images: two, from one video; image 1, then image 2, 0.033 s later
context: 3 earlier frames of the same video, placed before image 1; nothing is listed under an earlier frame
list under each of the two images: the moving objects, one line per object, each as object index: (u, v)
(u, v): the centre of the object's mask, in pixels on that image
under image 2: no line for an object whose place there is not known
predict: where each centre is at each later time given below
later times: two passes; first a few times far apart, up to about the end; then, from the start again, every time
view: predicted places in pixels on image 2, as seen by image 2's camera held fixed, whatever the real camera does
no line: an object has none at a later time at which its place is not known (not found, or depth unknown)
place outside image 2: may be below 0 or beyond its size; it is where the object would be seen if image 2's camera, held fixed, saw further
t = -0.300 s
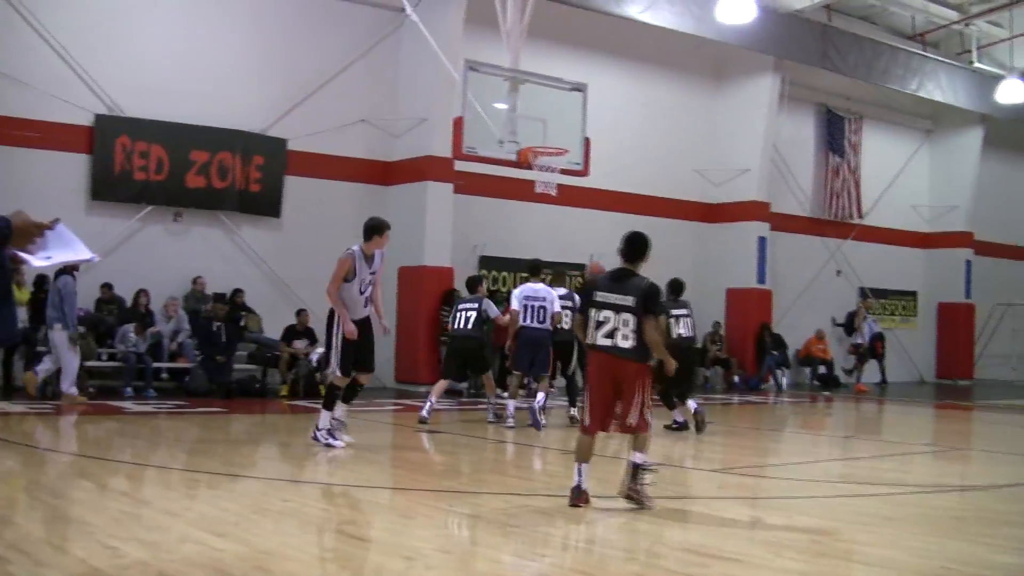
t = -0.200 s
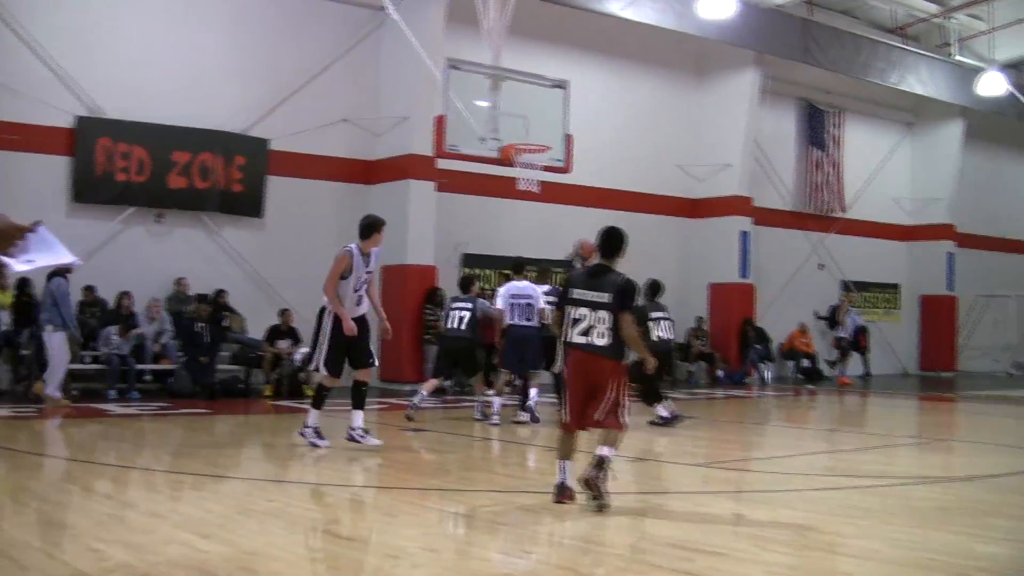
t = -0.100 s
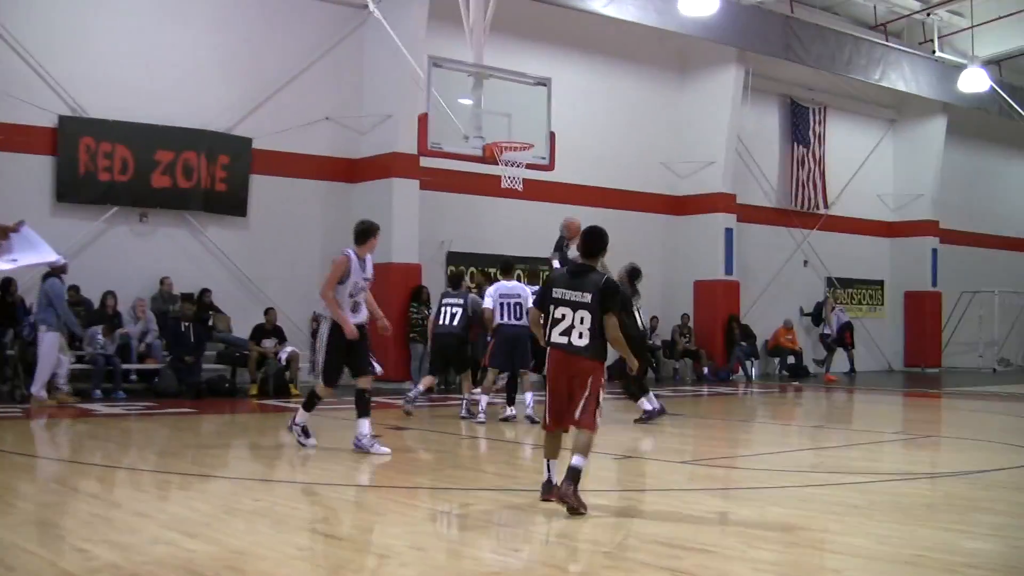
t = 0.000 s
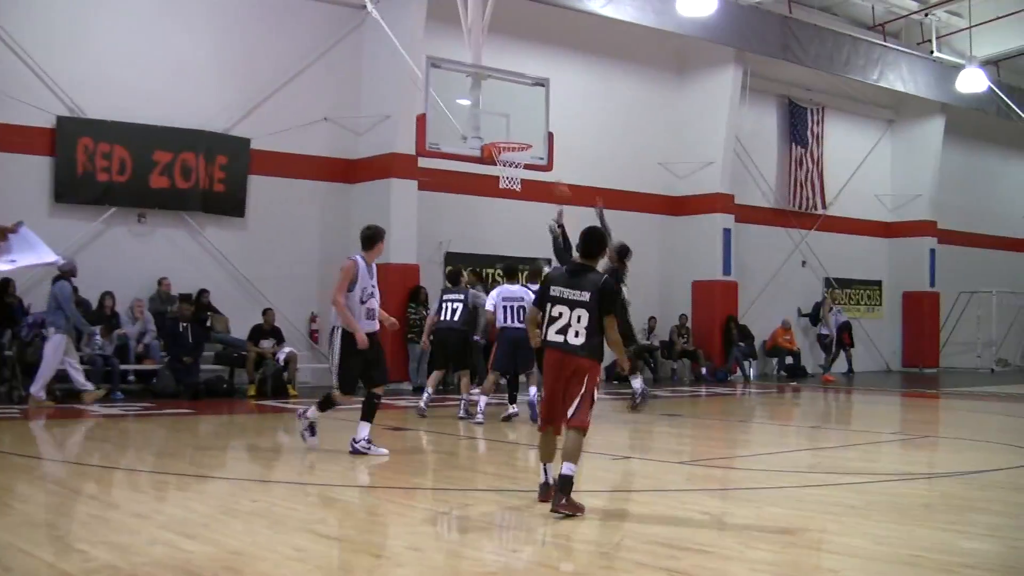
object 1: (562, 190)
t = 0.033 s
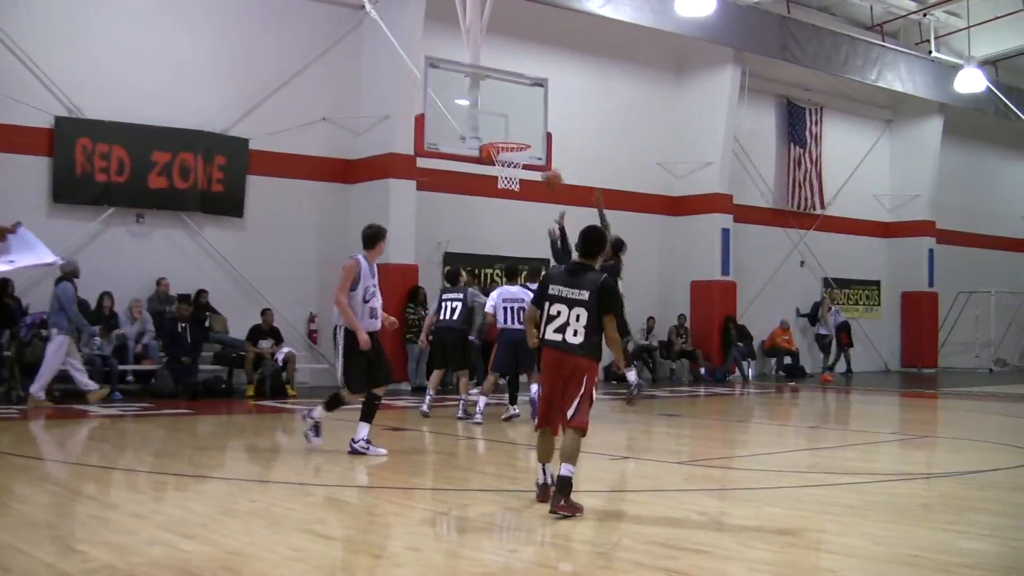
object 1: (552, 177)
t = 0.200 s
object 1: (527, 130)
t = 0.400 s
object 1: (498, 102)
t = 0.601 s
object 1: (492, 114)
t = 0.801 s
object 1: (484, 119)
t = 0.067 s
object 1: (548, 170)
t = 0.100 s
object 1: (539, 154)
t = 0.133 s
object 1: (536, 147)
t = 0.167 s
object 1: (532, 138)
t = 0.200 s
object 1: (527, 130)
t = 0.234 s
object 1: (521, 123)
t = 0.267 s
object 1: (516, 117)
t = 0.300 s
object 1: (511, 111)
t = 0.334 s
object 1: (506, 107)
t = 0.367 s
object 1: (501, 104)
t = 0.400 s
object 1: (498, 102)
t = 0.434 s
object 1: (497, 101)
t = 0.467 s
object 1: (496, 102)
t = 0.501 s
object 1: (495, 104)
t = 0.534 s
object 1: (494, 106)
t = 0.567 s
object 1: (493, 110)
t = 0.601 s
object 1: (492, 114)
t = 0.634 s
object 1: (491, 119)
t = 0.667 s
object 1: (490, 126)
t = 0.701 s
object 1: (488, 132)
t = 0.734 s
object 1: (487, 128)
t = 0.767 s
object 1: (486, 123)
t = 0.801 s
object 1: (484, 119)
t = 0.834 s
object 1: (482, 115)
